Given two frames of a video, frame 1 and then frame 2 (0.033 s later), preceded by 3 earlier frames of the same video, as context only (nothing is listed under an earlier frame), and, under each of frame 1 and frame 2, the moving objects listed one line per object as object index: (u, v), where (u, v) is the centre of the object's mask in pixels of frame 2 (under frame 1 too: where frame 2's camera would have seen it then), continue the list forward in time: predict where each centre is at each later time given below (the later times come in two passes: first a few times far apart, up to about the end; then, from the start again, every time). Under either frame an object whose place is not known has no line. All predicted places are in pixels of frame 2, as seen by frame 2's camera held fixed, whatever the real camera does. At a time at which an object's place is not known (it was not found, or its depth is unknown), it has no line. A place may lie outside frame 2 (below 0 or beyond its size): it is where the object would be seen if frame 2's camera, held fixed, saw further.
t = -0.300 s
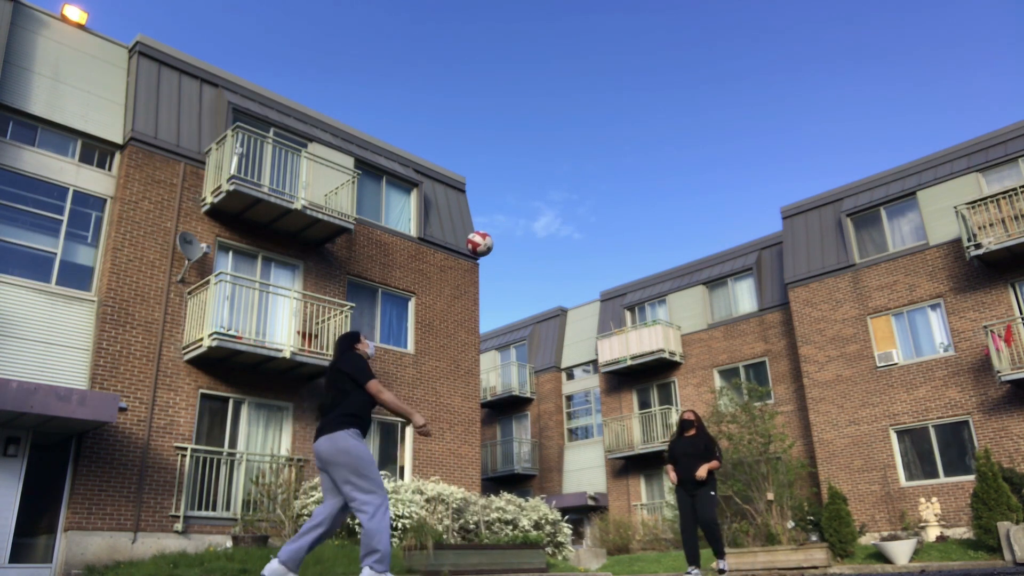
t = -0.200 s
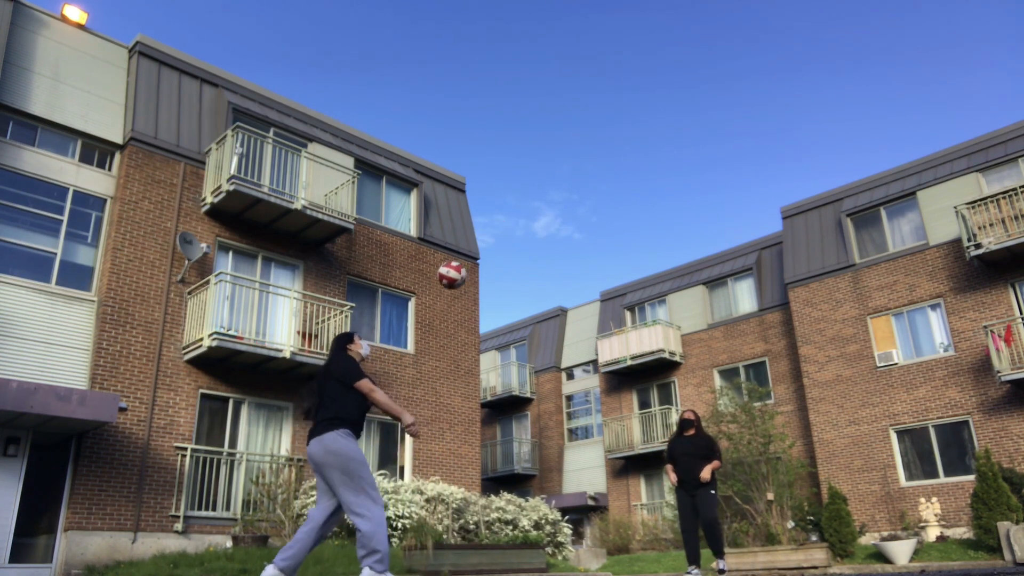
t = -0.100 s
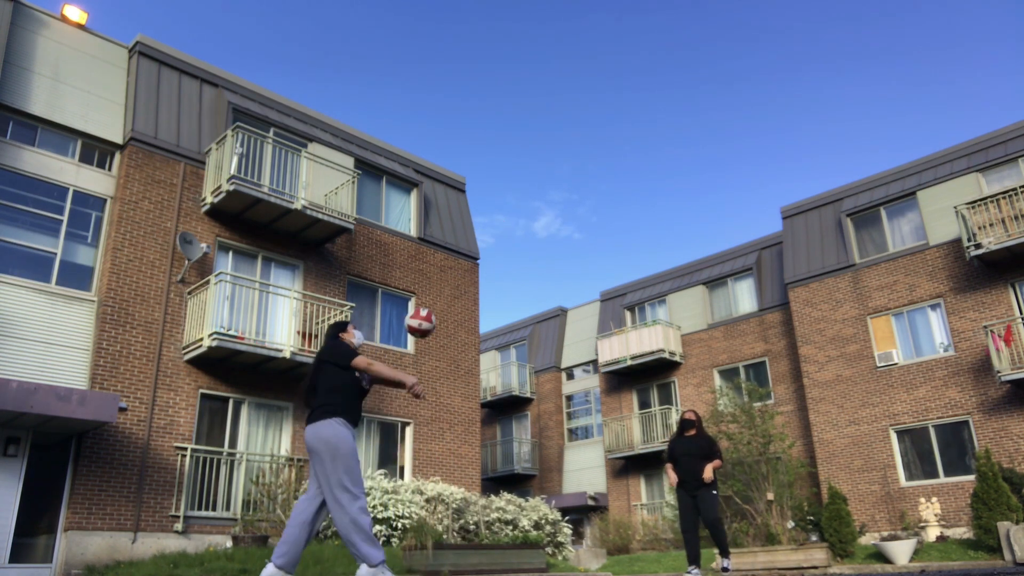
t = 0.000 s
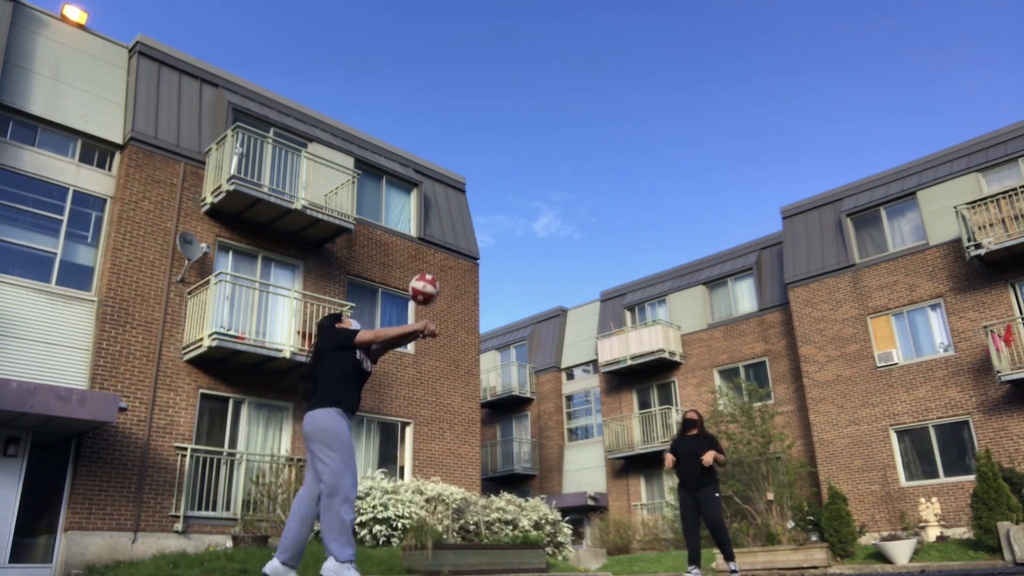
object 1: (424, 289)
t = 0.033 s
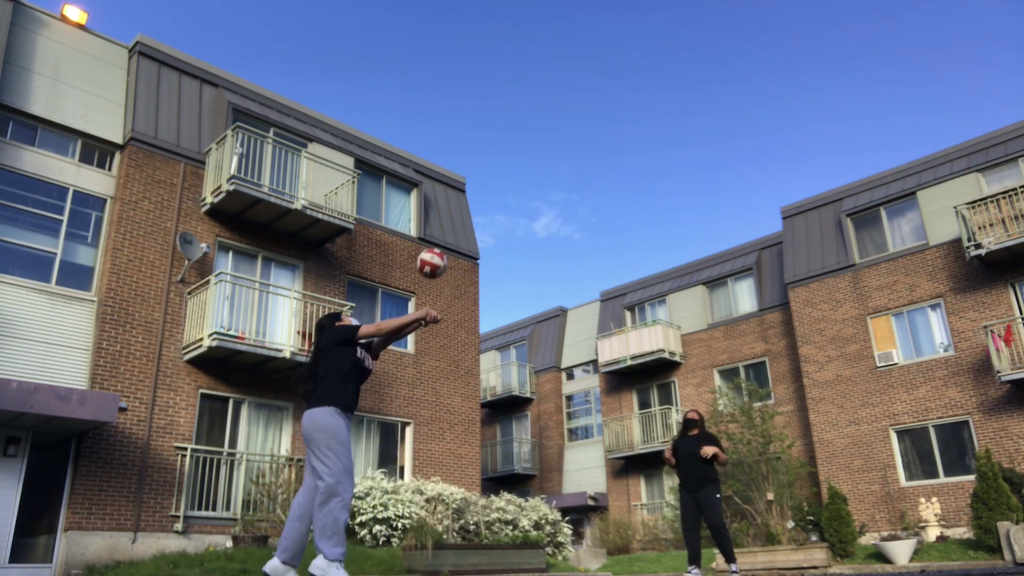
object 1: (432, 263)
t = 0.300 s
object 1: (478, 142)
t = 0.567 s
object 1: (509, 119)
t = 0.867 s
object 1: (537, 172)
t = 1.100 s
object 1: (555, 264)
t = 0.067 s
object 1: (439, 240)
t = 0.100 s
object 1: (446, 220)
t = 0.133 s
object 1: (452, 202)
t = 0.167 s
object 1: (458, 186)
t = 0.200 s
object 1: (463, 173)
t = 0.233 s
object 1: (468, 160)
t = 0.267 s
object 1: (473, 150)
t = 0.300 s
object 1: (478, 142)
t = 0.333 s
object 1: (482, 134)
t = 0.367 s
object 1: (486, 128)
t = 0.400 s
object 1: (490, 124)
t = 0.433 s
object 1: (494, 121)
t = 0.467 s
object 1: (498, 118)
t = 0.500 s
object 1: (502, 117)
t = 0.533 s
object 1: (505, 118)
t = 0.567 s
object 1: (509, 119)
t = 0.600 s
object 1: (512, 121)
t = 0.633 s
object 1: (516, 124)
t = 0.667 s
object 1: (519, 128)
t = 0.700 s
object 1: (522, 133)
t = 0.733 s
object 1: (525, 139)
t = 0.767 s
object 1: (528, 146)
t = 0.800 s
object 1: (531, 153)
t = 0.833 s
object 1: (534, 162)
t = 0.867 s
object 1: (537, 172)
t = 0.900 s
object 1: (540, 182)
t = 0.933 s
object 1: (542, 194)
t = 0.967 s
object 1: (545, 206)
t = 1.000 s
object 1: (548, 219)
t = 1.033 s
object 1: (550, 233)
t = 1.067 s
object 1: (553, 248)
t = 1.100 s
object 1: (555, 264)
